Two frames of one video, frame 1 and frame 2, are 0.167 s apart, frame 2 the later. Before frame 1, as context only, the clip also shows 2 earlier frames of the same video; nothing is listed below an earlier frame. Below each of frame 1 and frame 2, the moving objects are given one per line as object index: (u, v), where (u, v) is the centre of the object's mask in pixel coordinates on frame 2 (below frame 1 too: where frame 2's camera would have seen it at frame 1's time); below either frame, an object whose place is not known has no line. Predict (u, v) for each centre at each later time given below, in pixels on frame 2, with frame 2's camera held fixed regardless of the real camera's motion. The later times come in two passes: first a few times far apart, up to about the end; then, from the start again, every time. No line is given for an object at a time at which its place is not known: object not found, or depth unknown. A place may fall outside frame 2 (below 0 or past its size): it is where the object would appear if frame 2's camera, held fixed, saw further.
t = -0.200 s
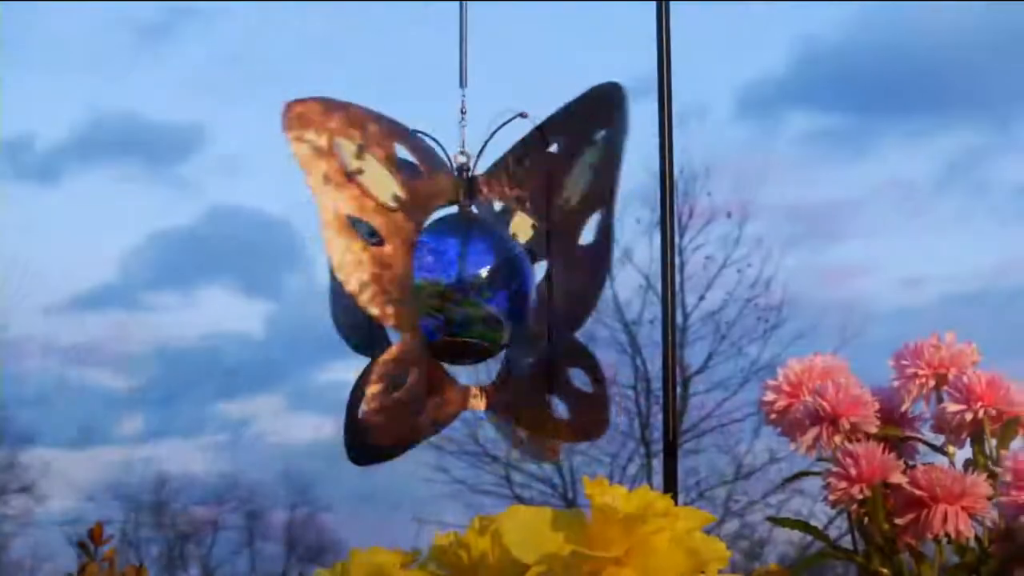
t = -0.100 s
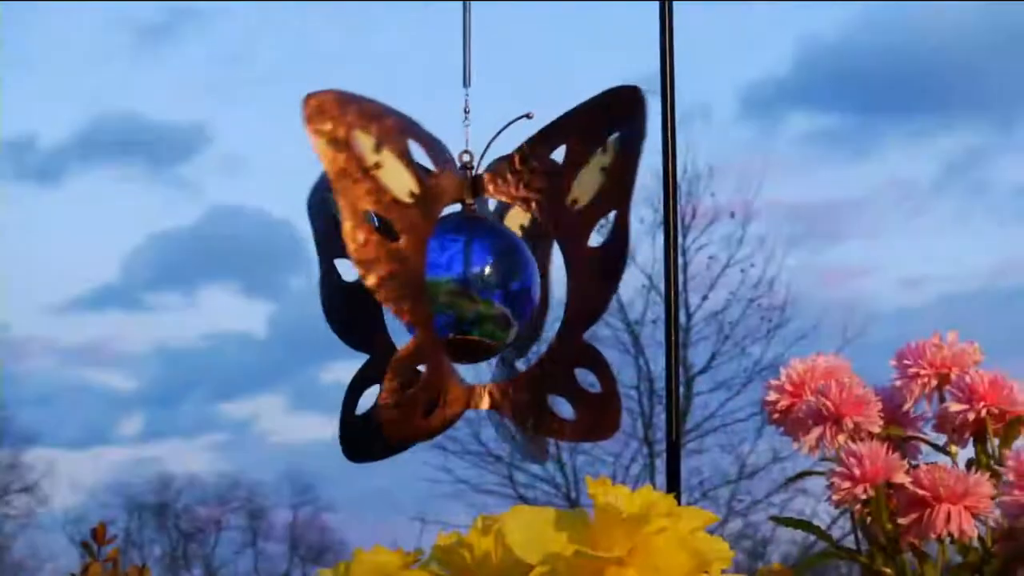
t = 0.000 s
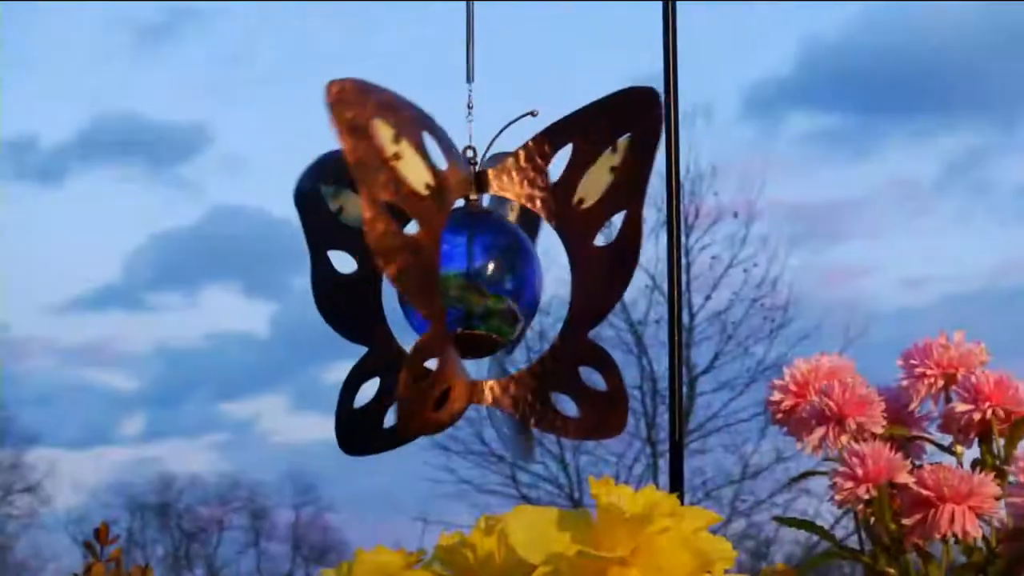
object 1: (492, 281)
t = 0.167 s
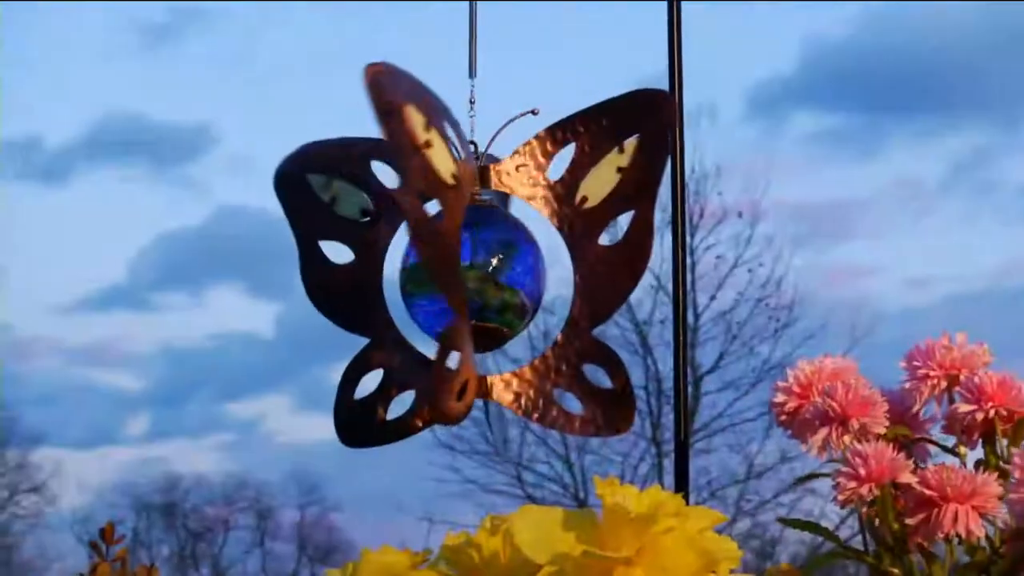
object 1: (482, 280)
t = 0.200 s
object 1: (480, 280)
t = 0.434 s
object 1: (469, 289)
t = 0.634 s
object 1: (472, 286)
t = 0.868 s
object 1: (483, 279)
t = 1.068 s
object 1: (501, 284)
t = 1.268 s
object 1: (483, 288)
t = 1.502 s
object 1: (473, 278)
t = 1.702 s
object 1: (469, 287)
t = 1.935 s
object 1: (479, 287)
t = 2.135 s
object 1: (481, 284)
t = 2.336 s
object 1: (478, 287)
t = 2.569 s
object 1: (475, 283)
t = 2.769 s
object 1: (485, 276)
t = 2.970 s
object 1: (474, 295)
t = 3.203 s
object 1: (465, 287)
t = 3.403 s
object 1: (473, 275)
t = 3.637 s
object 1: (473, 284)
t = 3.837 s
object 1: (482, 277)
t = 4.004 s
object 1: (495, 273)
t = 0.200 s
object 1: (480, 280)
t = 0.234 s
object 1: (478, 281)
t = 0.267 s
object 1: (476, 283)
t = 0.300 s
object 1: (478, 285)
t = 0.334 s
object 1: (481, 285)
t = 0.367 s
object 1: (467, 289)
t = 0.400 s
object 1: (469, 289)
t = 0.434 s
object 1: (469, 289)
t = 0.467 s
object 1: (468, 290)
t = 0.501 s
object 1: (469, 290)
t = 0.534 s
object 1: (469, 290)
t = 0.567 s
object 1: (470, 289)
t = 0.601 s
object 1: (471, 288)
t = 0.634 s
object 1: (472, 286)
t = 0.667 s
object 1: (473, 285)
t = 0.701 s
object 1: (474, 284)
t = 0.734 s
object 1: (472, 282)
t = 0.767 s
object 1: (475, 281)
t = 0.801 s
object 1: (479, 280)
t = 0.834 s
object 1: (480, 279)
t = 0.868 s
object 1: (483, 279)
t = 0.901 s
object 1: (487, 280)
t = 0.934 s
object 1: (491, 281)
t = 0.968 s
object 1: (494, 282)
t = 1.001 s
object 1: (496, 283)
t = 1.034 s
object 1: (499, 284)
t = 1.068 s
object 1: (501, 284)
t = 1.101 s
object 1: (502, 283)
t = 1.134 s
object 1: (504, 283)
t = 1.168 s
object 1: (493, 289)
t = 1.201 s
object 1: (491, 289)
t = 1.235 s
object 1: (487, 290)
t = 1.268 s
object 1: (483, 288)
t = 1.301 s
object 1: (486, 286)
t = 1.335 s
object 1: (474, 285)
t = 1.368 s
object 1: (475, 284)
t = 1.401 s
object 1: (473, 283)
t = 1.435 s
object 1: (474, 278)
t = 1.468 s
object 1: (474, 279)
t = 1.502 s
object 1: (473, 278)
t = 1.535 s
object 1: (472, 281)
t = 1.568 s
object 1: (472, 281)
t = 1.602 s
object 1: (472, 283)
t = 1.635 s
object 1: (468, 285)
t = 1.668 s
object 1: (468, 286)
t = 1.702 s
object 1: (469, 287)
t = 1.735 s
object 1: (469, 288)
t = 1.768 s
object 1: (470, 289)
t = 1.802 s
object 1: (471, 289)
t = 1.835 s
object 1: (472, 289)
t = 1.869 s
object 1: (474, 289)
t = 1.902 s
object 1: (476, 288)
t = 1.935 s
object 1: (479, 287)
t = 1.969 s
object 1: (482, 285)
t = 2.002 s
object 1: (484, 285)
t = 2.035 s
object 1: (488, 285)
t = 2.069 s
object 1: (491, 285)
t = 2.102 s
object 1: (494, 285)
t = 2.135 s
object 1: (481, 284)
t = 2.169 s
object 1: (478, 286)
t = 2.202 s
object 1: (476, 284)
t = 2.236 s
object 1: (479, 285)
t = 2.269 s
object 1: (473, 285)
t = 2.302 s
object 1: (477, 288)
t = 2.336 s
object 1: (478, 287)
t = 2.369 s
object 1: (479, 288)
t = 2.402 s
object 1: (479, 289)
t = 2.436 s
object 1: (479, 289)
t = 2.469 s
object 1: (480, 288)
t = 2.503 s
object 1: (481, 286)
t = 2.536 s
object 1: (476, 285)
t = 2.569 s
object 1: (475, 283)
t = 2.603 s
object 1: (476, 280)
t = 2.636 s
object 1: (479, 279)
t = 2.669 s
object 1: (481, 278)
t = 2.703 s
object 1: (482, 277)
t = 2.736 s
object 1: (483, 275)
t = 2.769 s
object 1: (485, 276)
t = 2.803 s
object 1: (487, 278)
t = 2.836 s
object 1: (489, 281)
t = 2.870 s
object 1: (491, 283)
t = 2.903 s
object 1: (493, 284)
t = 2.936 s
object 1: (479, 291)
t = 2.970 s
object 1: (474, 295)
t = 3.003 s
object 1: (471, 295)
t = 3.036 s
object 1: (477, 295)
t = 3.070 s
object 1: (454, 299)
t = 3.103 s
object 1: (462, 293)
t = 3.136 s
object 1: (462, 291)
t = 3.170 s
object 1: (463, 288)
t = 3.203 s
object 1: (465, 287)
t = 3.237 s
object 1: (467, 283)
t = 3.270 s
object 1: (469, 280)
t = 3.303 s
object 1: (470, 277)
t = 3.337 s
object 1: (471, 277)
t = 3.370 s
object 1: (472, 277)
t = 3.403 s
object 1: (473, 275)
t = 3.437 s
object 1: (474, 277)
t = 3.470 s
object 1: (473, 279)
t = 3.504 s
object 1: (472, 280)
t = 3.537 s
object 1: (471, 281)
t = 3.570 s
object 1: (472, 282)
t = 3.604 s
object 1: (472, 283)
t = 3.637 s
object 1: (473, 284)
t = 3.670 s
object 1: (473, 285)
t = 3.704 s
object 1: (474, 284)
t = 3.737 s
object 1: (476, 283)
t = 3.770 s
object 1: (477, 281)
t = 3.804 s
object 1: (479, 279)
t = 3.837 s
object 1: (482, 277)
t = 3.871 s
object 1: (484, 276)
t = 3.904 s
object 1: (486, 274)
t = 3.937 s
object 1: (490, 273)
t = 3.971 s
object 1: (492, 272)
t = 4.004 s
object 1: (495, 273)
